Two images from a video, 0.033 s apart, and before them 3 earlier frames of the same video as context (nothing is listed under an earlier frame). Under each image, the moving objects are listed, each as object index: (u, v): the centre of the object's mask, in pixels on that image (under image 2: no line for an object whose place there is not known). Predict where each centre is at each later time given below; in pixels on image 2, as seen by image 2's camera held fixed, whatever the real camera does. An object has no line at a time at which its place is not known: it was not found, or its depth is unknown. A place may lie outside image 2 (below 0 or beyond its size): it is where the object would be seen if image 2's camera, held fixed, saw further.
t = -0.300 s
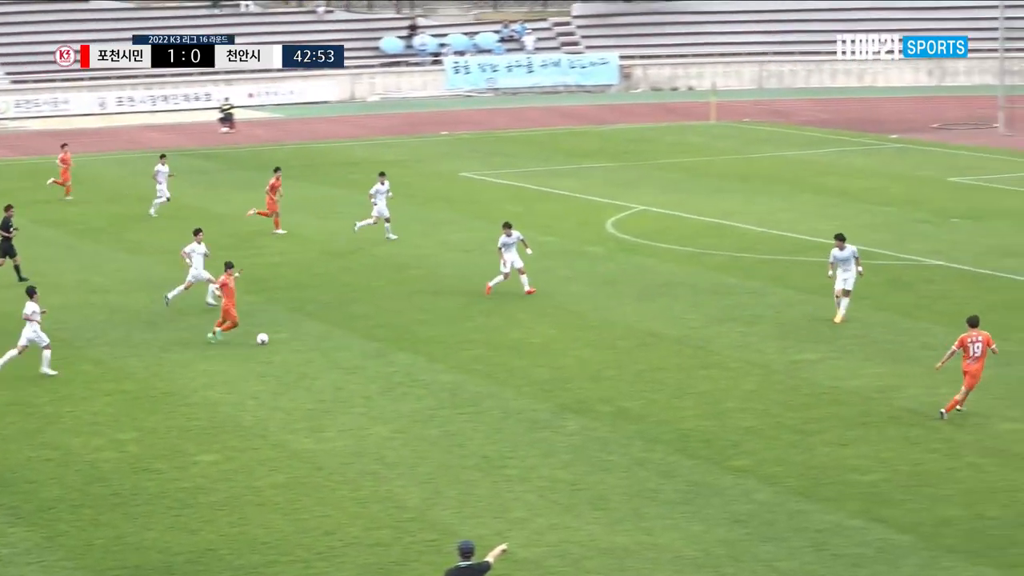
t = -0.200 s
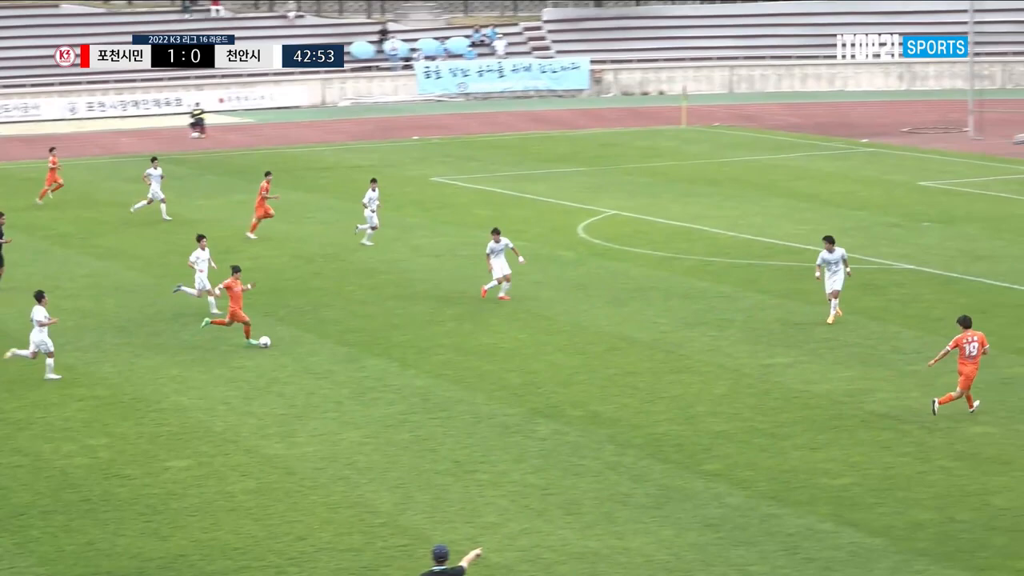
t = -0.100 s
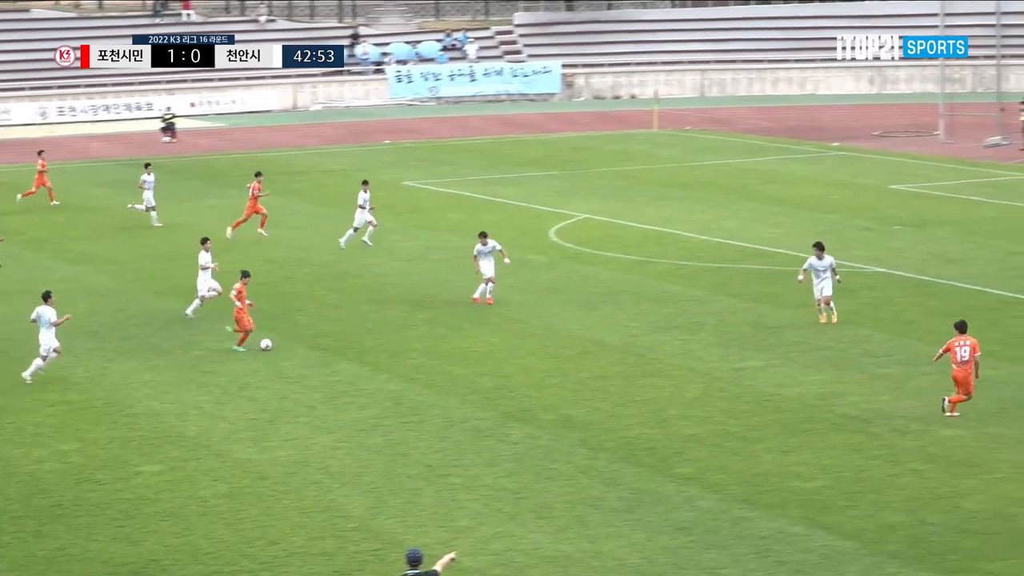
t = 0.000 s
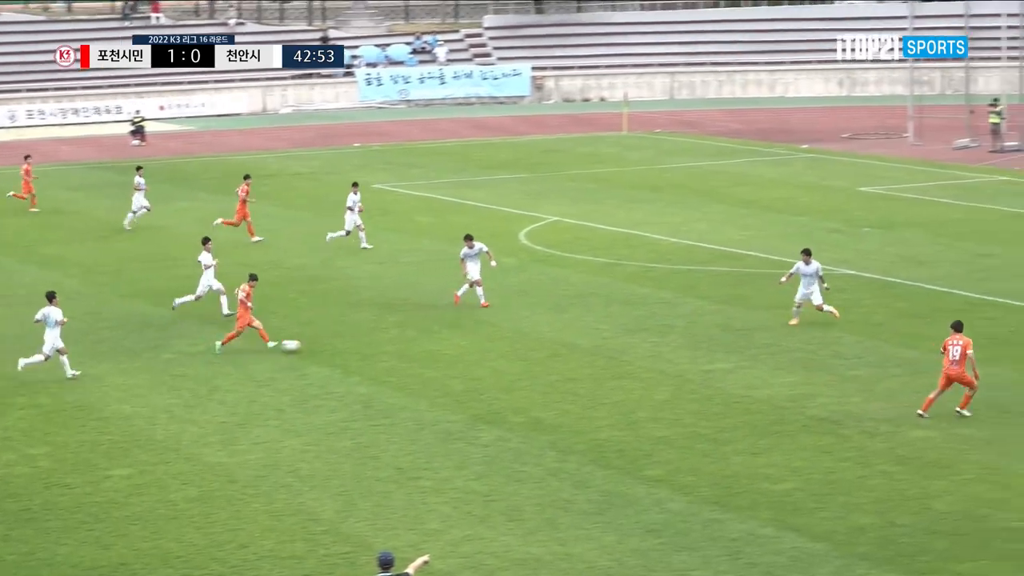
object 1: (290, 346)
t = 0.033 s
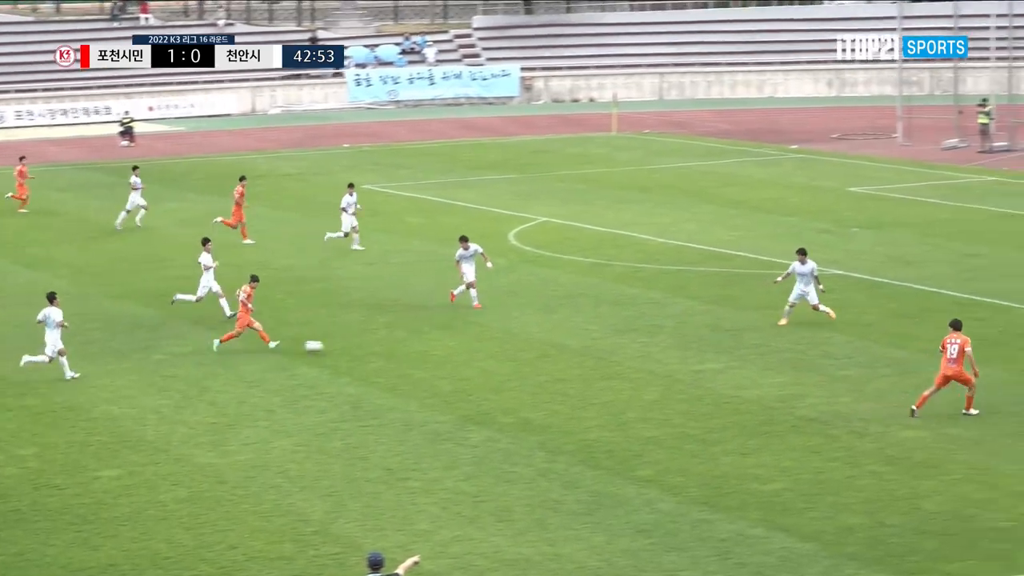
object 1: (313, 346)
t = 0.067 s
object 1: (345, 347)
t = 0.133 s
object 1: (410, 350)
